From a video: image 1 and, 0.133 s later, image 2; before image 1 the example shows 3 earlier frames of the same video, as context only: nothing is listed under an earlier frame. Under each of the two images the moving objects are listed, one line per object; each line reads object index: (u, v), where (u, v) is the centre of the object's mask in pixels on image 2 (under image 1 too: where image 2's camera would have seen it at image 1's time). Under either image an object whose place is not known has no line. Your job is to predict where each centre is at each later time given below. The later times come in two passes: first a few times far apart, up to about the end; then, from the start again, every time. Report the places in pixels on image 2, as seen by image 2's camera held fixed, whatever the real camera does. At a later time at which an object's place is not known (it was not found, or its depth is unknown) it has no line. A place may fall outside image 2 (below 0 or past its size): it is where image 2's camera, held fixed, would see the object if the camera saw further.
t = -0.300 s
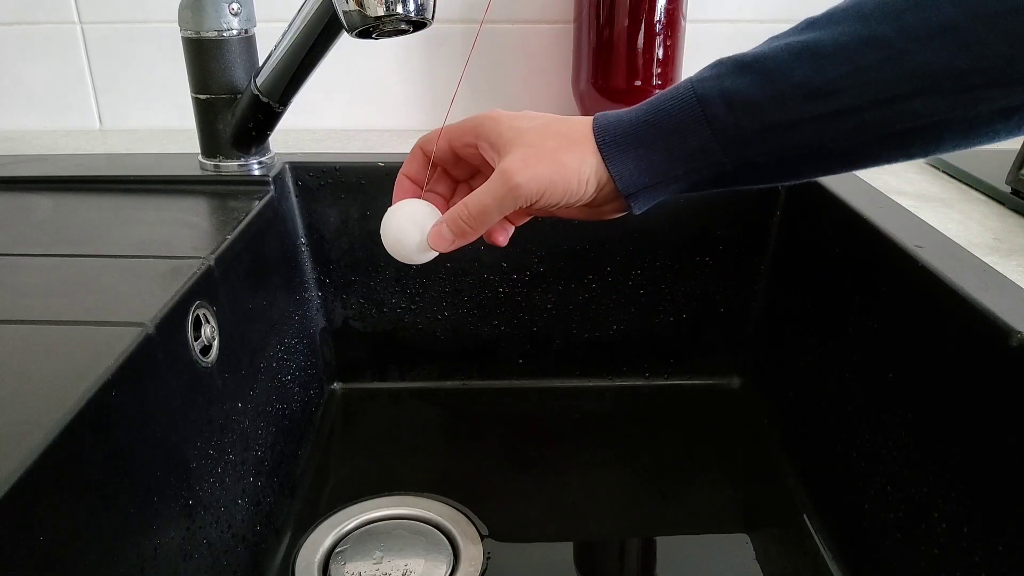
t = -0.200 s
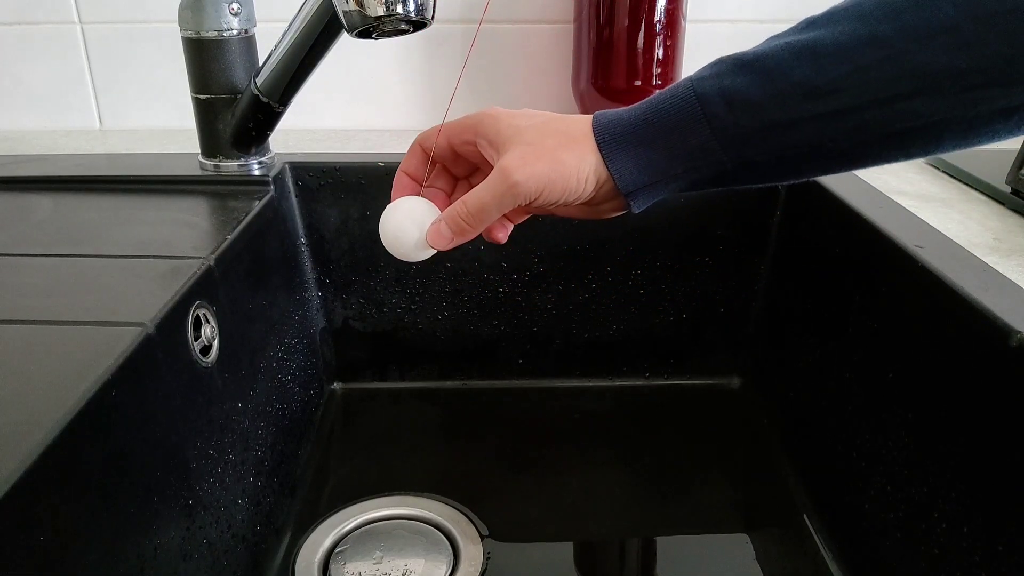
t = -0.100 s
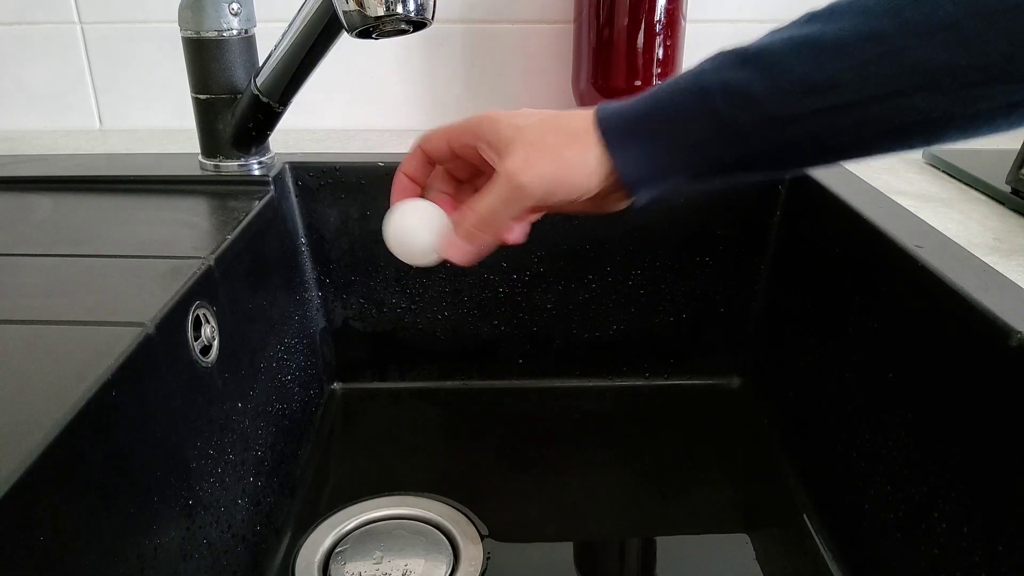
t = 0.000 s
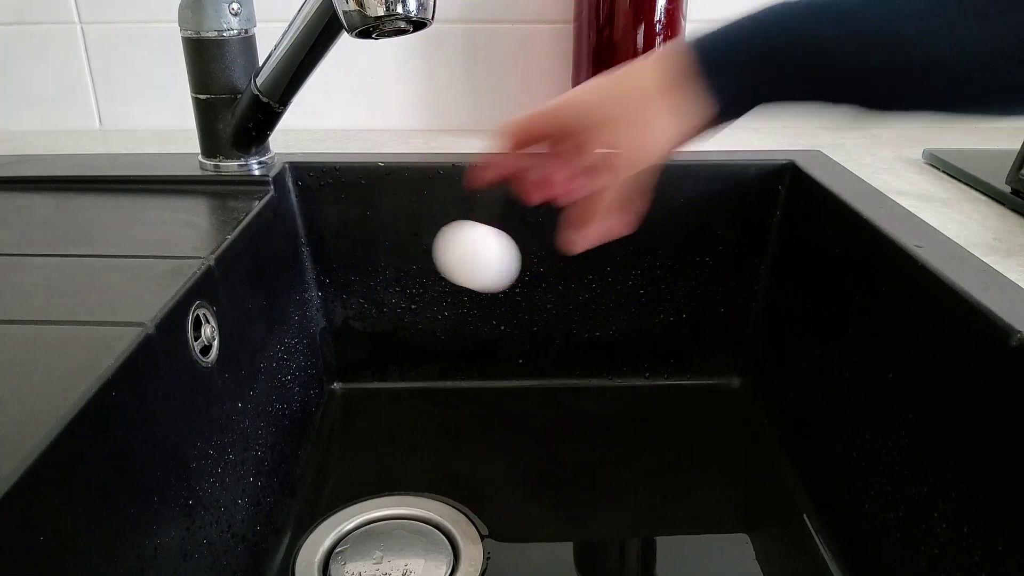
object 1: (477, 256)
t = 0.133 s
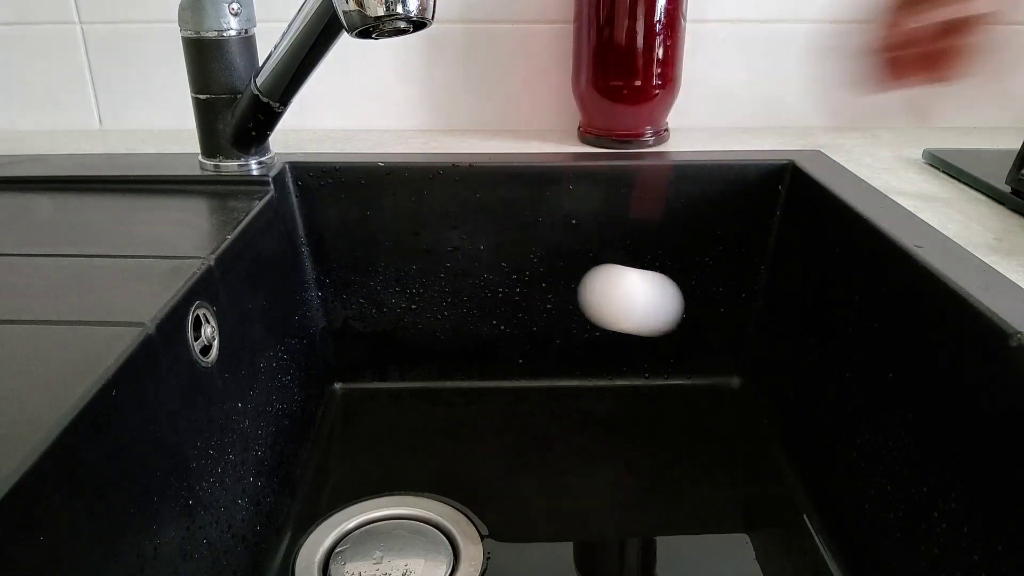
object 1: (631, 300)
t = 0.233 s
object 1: (786, 320)
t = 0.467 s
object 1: (651, 315)
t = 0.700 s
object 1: (574, 297)
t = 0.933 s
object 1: (683, 304)
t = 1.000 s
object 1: (737, 306)
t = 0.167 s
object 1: (680, 309)
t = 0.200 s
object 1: (731, 316)
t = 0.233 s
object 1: (786, 320)
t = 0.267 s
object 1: (826, 322)
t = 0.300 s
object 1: (799, 323)
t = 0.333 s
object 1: (766, 324)
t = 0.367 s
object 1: (734, 323)
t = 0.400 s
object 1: (704, 321)
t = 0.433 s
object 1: (676, 319)
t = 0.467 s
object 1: (651, 315)
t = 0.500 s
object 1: (629, 312)
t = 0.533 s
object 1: (610, 308)
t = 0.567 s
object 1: (595, 305)
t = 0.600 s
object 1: (583, 303)
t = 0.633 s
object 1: (576, 300)
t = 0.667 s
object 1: (572, 299)
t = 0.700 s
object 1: (574, 297)
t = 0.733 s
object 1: (579, 297)
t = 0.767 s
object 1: (588, 298)
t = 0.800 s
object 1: (600, 298)
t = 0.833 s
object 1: (617, 300)
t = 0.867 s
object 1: (636, 301)
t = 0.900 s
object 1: (658, 303)
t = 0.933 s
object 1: (683, 304)
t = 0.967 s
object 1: (709, 305)
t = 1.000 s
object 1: (737, 306)
